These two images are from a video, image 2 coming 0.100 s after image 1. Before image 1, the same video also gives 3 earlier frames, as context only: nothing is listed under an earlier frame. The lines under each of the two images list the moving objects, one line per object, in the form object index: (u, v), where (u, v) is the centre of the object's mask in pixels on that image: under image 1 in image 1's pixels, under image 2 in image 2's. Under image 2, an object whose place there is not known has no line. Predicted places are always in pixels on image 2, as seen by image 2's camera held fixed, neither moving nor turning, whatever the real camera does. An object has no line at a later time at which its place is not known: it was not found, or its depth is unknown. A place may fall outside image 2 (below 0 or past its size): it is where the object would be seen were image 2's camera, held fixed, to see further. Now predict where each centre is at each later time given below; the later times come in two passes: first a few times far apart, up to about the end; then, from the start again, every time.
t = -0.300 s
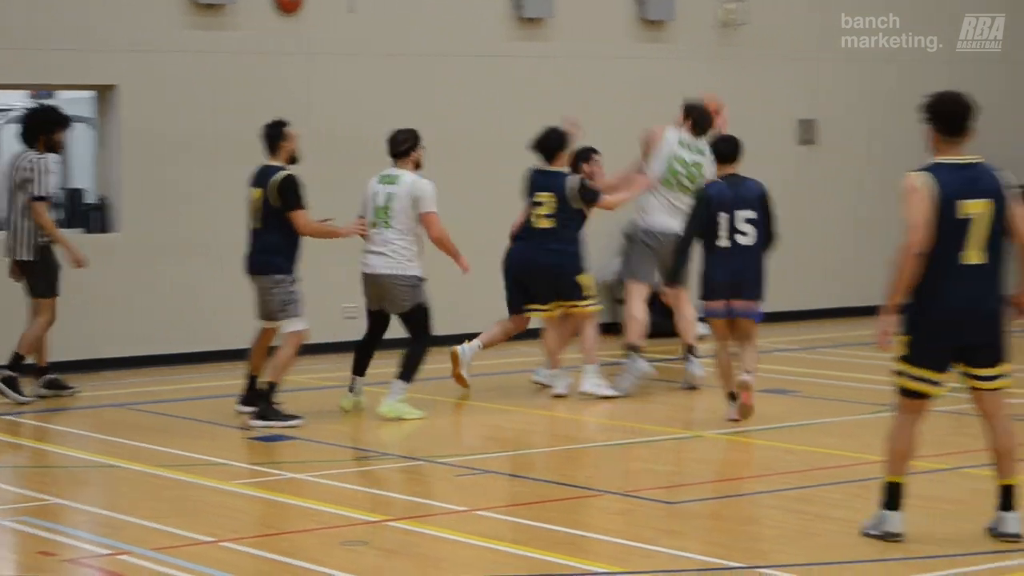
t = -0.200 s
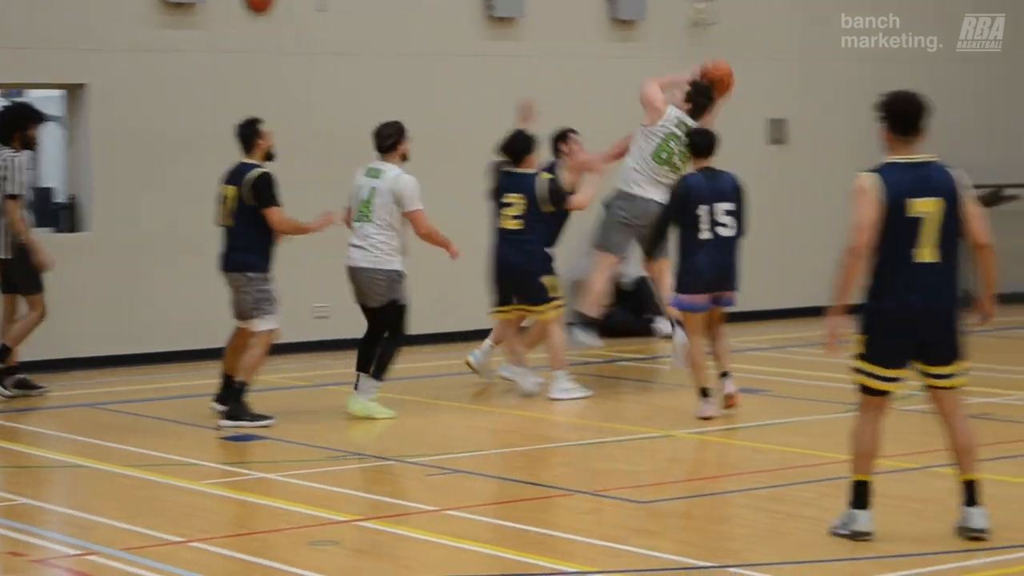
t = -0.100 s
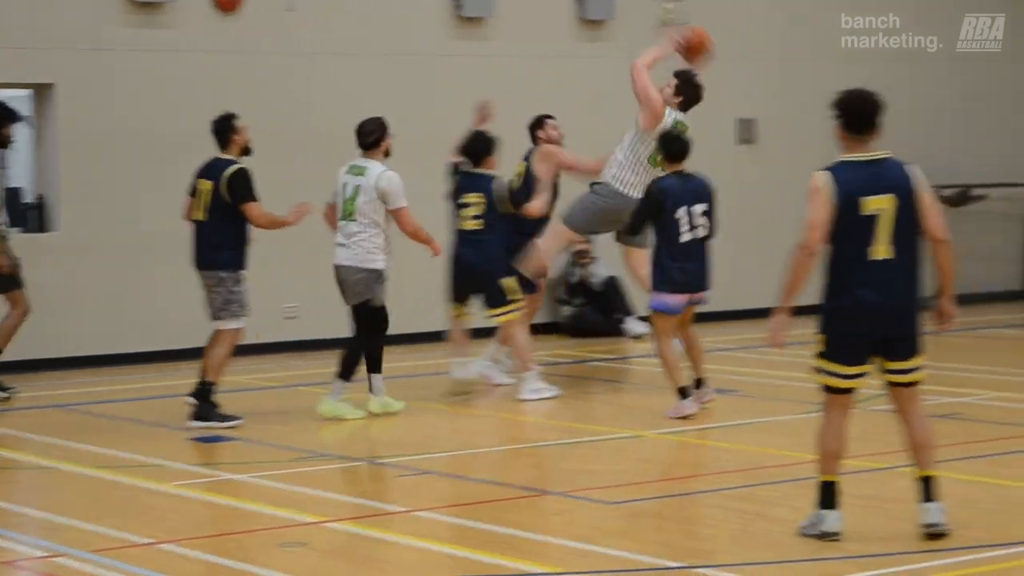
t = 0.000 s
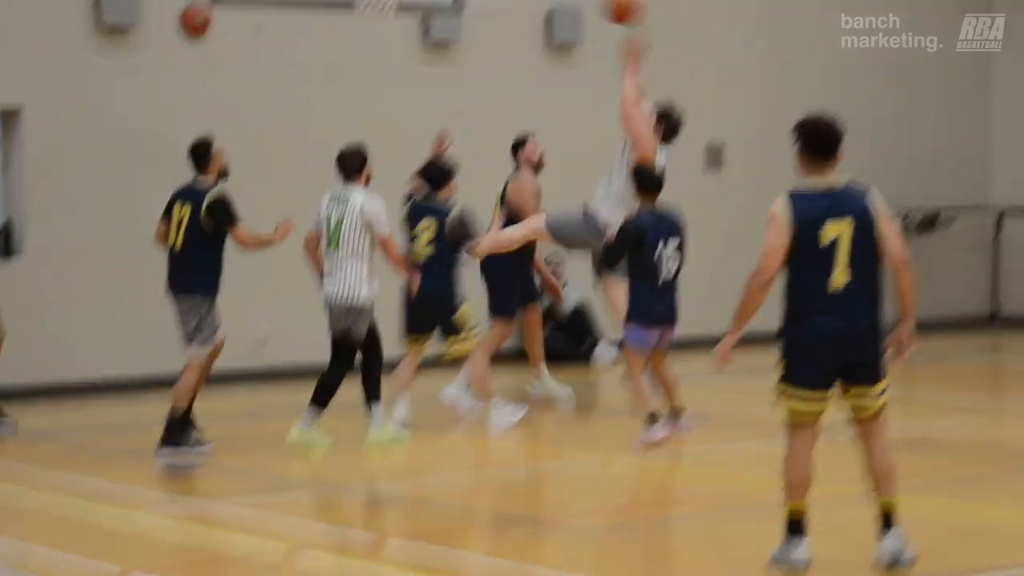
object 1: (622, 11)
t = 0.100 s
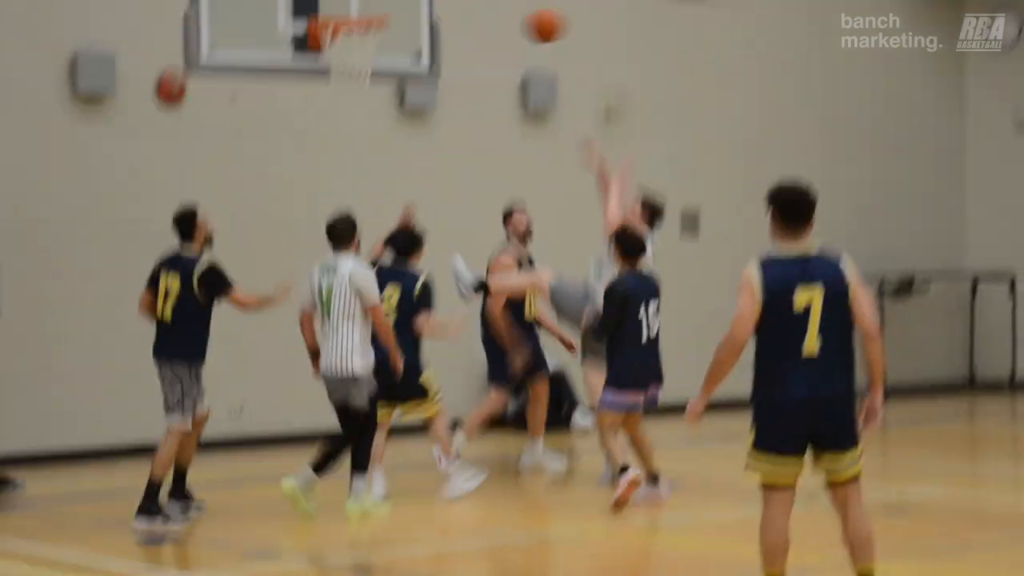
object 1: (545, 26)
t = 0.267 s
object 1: (458, -22)
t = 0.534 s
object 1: (382, -21)
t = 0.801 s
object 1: (345, 46)
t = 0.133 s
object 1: (527, 14)
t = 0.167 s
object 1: (511, 2)
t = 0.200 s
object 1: (493, -7)
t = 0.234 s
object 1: (475, -15)
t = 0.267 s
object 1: (458, -22)
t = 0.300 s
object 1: (442, -27)
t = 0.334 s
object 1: (423, -29)
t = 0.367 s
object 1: (405, -31)
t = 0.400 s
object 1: (394, -31)
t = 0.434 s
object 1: (391, -31)
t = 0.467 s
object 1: (388, -29)
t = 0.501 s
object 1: (385, -26)
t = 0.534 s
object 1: (382, -21)
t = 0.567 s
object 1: (379, -14)
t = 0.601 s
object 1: (376, -6)
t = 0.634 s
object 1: (373, 3)
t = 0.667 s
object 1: (370, 9)
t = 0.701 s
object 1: (364, 24)
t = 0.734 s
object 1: (358, 37)
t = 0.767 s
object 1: (350, 41)
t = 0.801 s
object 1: (345, 46)
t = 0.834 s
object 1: (344, 52)
